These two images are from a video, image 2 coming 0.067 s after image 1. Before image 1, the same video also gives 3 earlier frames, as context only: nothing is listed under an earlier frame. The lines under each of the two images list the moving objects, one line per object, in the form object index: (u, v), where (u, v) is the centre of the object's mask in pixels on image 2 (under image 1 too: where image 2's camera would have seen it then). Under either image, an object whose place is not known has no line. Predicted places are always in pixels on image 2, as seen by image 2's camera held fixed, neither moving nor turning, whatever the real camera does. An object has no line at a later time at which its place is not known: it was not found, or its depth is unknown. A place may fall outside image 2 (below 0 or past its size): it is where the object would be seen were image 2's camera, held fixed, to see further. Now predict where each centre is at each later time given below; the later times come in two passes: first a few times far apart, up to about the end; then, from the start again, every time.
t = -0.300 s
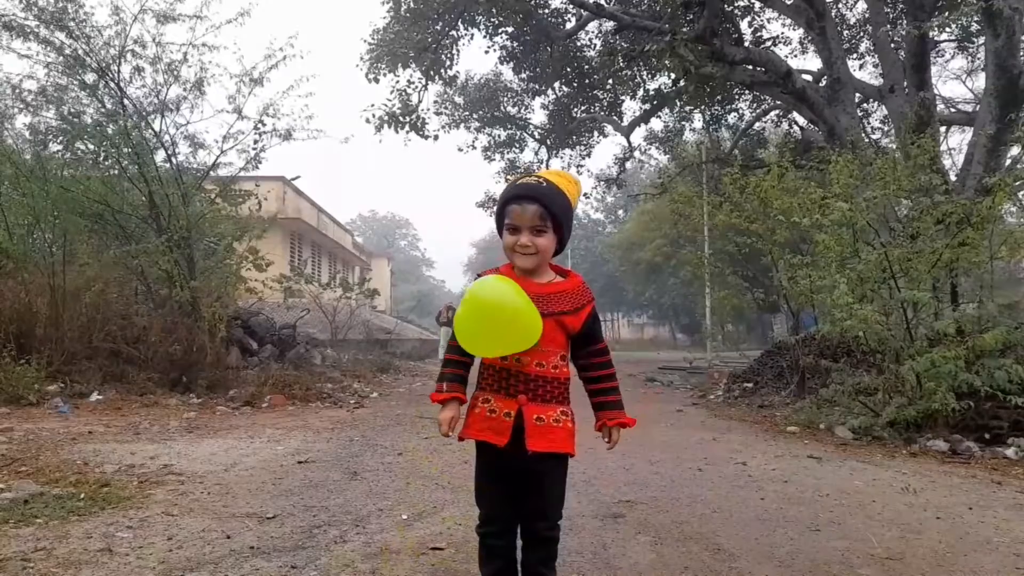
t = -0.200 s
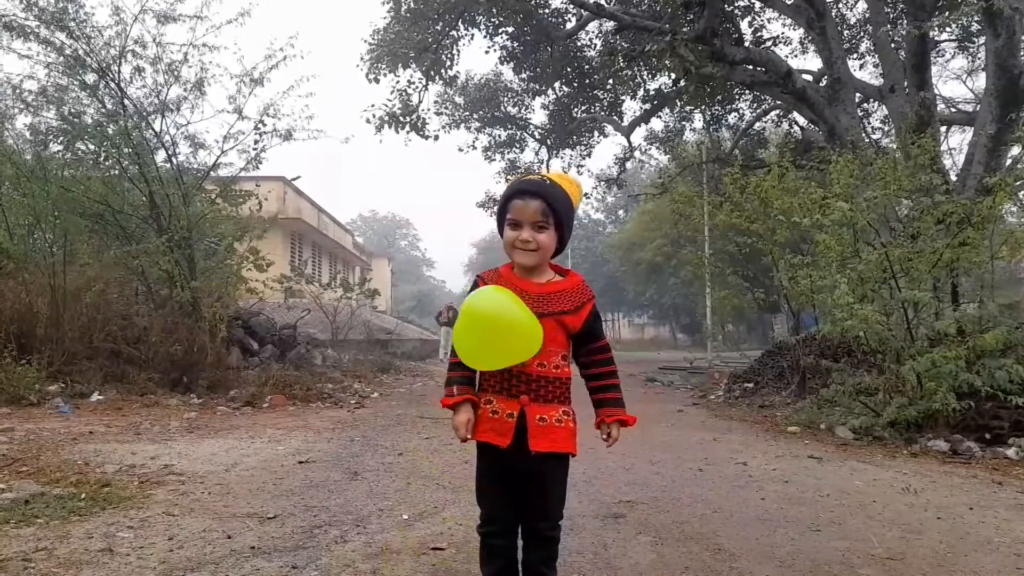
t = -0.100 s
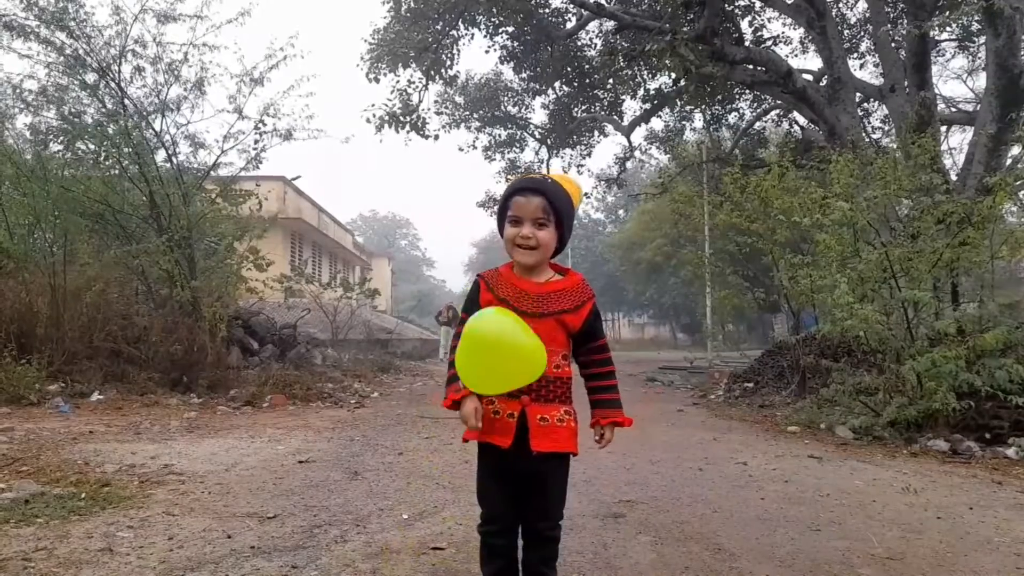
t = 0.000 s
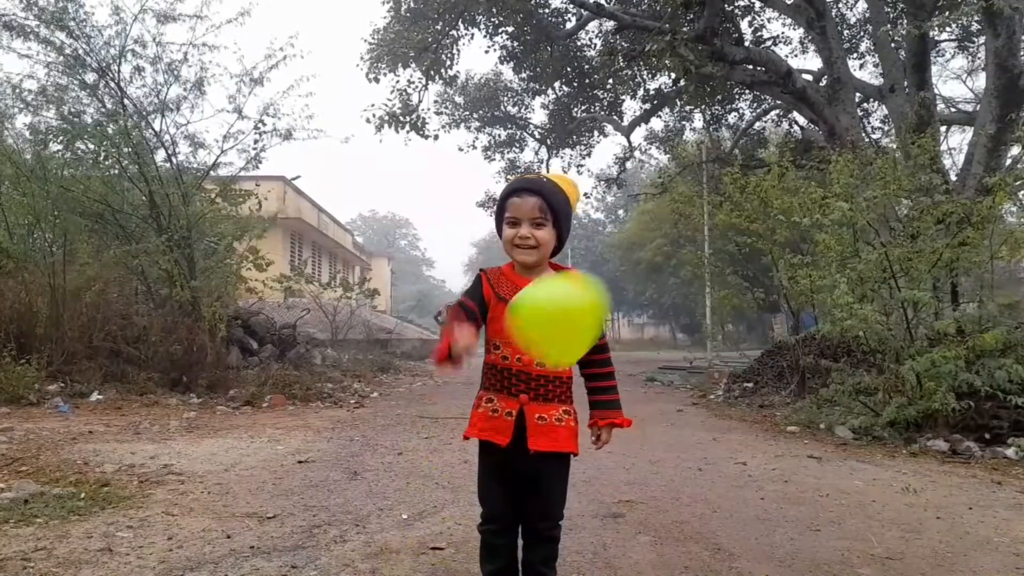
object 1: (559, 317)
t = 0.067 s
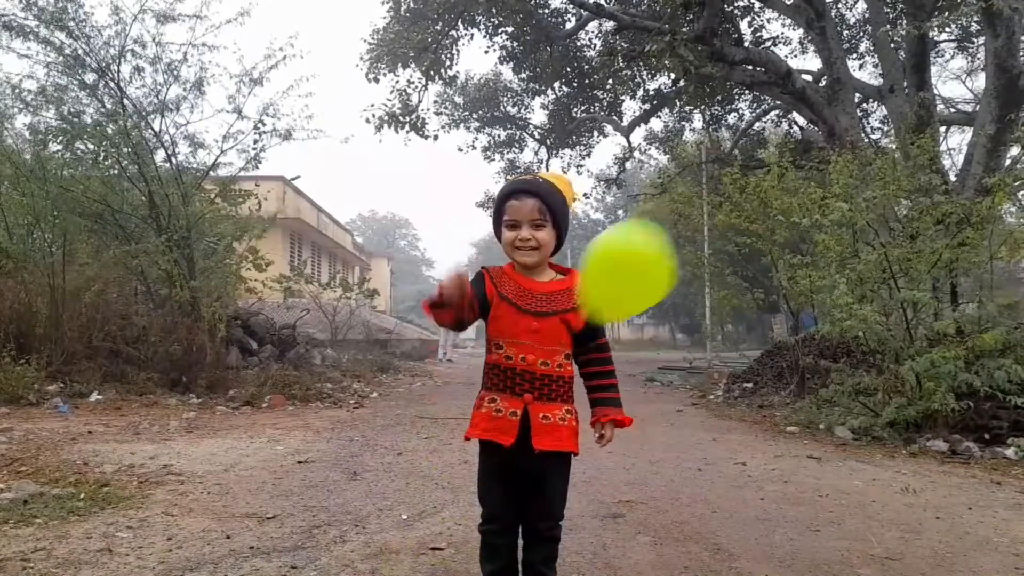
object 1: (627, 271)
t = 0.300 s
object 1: (695, 193)
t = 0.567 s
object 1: (536, 289)
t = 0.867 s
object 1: (453, 482)
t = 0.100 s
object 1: (659, 249)
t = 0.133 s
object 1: (692, 228)
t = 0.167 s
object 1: (720, 212)
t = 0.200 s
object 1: (736, 200)
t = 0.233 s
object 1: (740, 191)
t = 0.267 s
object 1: (720, 189)
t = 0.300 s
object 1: (695, 193)
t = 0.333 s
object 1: (671, 195)
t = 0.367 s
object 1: (648, 202)
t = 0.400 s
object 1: (626, 213)
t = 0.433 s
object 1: (604, 225)
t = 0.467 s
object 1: (584, 240)
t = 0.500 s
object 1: (567, 255)
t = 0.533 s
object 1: (551, 272)
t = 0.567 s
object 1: (536, 289)
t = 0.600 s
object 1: (523, 307)
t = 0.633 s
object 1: (512, 327)
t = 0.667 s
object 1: (500, 346)
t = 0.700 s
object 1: (490, 368)
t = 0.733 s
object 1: (481, 389)
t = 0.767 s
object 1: (472, 411)
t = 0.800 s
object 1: (464, 434)
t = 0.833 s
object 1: (458, 457)
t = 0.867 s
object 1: (453, 482)
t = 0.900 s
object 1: (448, 507)
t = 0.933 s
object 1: (443, 524)
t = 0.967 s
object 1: (438, 537)
